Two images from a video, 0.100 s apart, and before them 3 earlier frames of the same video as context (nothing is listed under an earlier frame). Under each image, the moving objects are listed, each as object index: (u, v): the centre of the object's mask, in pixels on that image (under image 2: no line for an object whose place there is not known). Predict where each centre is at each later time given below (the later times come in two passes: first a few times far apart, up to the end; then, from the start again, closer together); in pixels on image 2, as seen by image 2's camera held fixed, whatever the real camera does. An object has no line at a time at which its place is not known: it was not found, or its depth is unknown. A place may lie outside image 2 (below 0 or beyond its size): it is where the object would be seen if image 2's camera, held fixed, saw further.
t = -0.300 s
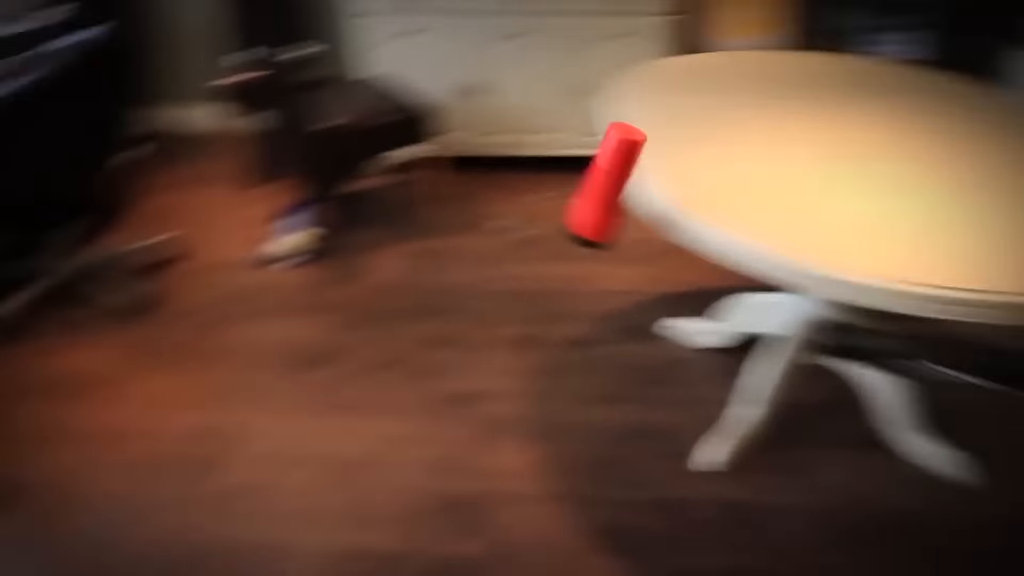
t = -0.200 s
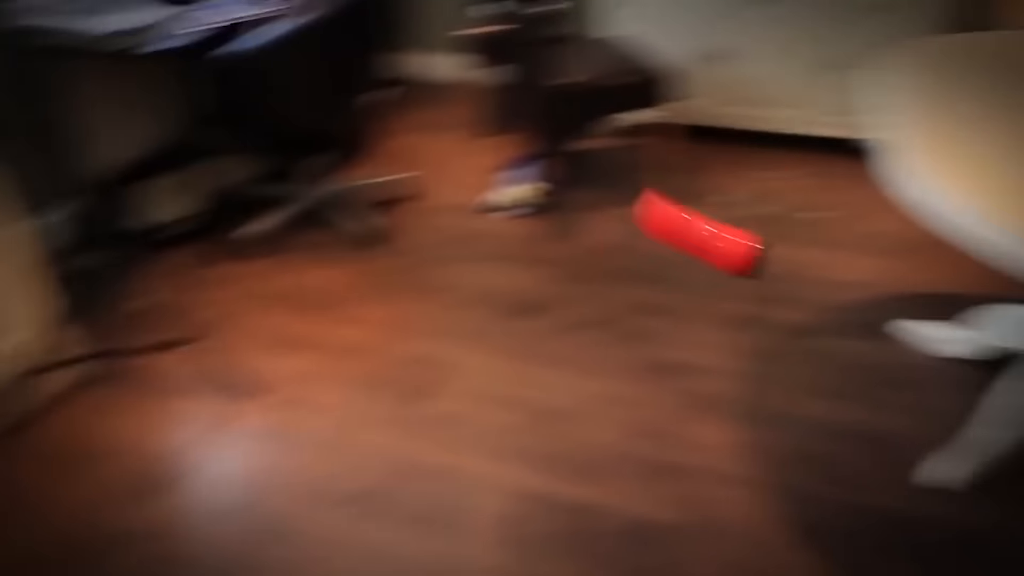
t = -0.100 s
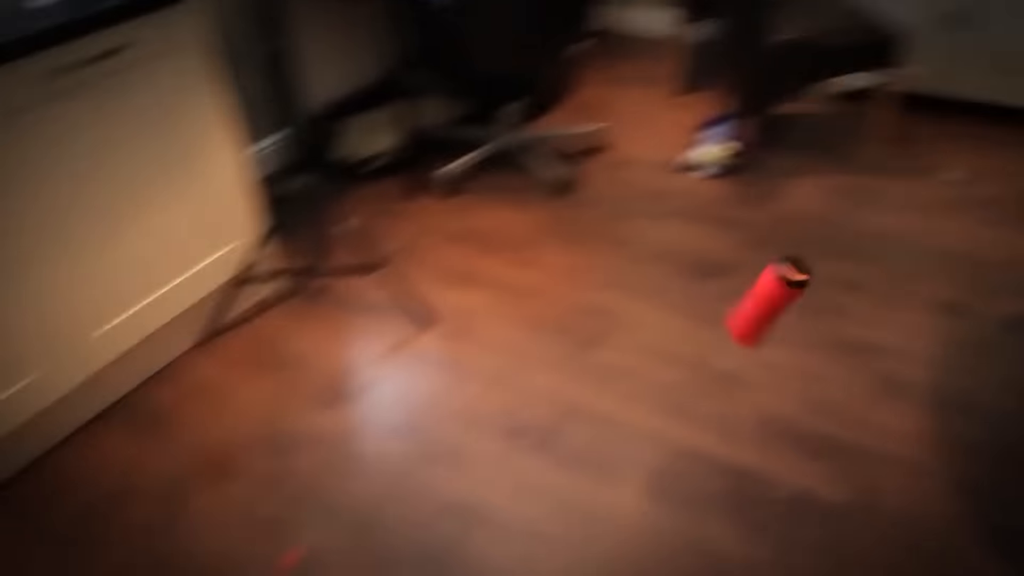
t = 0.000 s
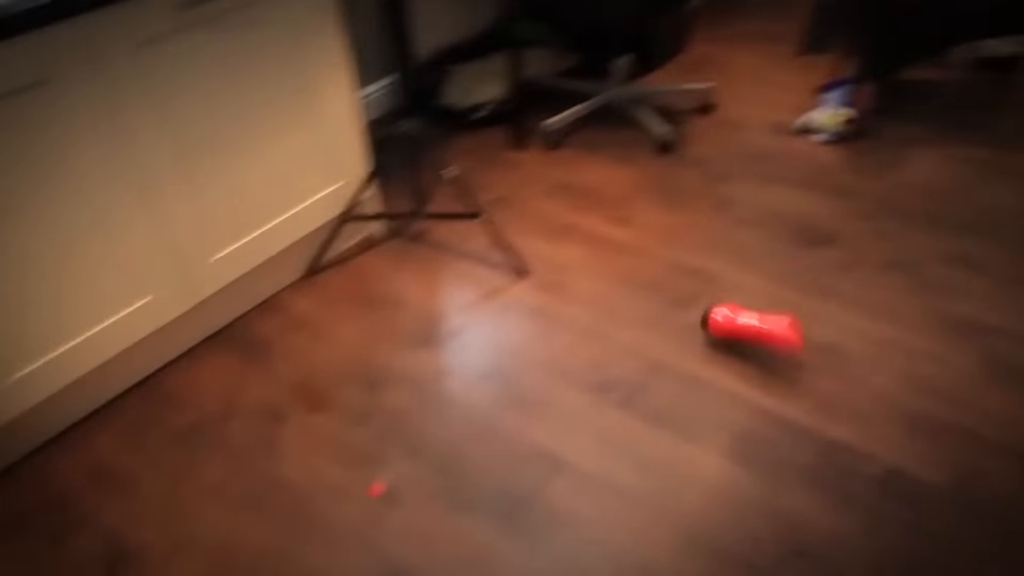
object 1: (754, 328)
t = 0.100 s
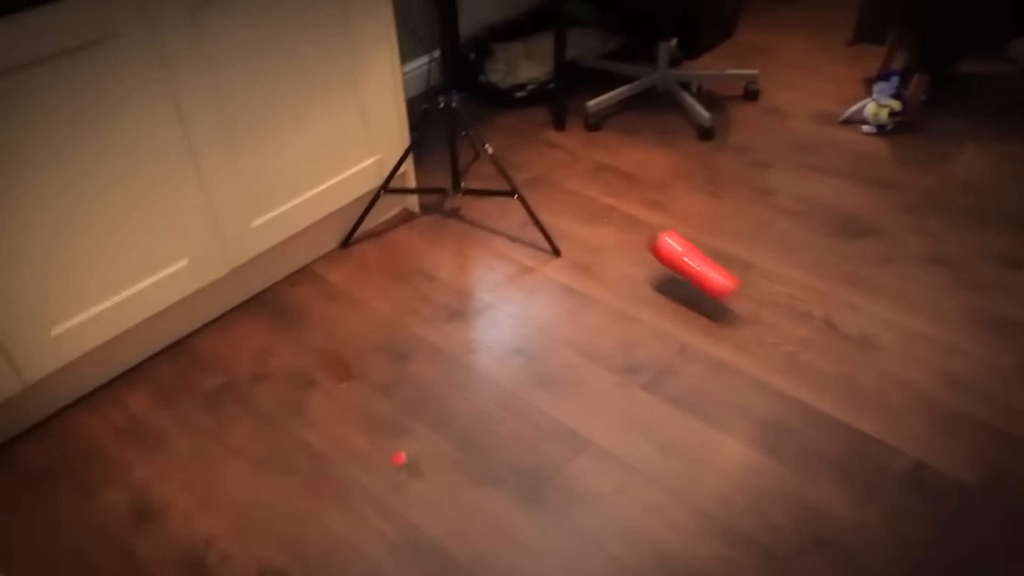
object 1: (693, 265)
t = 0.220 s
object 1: (600, 238)
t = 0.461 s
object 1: (473, 179)
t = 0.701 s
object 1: (442, 154)
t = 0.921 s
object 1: (443, 153)
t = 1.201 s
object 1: (443, 153)
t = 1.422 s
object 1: (444, 154)
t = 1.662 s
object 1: (443, 154)
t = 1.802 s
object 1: (444, 154)
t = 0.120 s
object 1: (676, 259)
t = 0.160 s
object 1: (643, 250)
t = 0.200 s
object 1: (614, 241)
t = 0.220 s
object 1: (600, 238)
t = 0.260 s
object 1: (575, 229)
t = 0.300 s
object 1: (555, 218)
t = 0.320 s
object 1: (542, 213)
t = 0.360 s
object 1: (518, 202)
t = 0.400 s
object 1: (495, 189)
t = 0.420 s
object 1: (489, 186)
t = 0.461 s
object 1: (473, 179)
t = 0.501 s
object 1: (451, 168)
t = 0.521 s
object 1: (444, 165)
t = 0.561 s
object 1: (433, 162)
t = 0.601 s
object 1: (433, 160)
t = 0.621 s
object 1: (434, 157)
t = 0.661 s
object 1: (438, 156)
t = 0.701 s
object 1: (442, 154)
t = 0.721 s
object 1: (443, 154)
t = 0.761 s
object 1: (443, 153)
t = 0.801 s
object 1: (443, 153)
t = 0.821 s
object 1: (443, 153)
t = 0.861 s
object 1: (443, 153)
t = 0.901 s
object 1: (443, 153)
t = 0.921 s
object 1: (443, 153)
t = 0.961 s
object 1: (444, 153)
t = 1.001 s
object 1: (443, 153)
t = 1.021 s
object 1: (443, 153)
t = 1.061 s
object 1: (443, 153)
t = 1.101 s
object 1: (443, 154)
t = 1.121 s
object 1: (443, 154)
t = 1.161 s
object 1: (443, 154)
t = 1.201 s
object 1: (443, 153)
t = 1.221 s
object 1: (443, 153)
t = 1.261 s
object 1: (443, 154)
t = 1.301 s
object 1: (443, 154)
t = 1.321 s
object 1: (443, 154)
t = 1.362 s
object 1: (443, 154)
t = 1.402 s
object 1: (443, 153)
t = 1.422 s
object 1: (444, 154)
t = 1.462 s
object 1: (443, 154)
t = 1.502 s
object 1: (444, 153)
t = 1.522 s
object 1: (443, 154)
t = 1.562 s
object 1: (444, 154)
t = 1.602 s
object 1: (443, 154)
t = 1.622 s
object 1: (443, 154)
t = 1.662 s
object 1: (443, 154)
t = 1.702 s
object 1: (444, 154)
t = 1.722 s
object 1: (444, 154)
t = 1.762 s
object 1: (444, 154)
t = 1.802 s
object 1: (444, 154)
